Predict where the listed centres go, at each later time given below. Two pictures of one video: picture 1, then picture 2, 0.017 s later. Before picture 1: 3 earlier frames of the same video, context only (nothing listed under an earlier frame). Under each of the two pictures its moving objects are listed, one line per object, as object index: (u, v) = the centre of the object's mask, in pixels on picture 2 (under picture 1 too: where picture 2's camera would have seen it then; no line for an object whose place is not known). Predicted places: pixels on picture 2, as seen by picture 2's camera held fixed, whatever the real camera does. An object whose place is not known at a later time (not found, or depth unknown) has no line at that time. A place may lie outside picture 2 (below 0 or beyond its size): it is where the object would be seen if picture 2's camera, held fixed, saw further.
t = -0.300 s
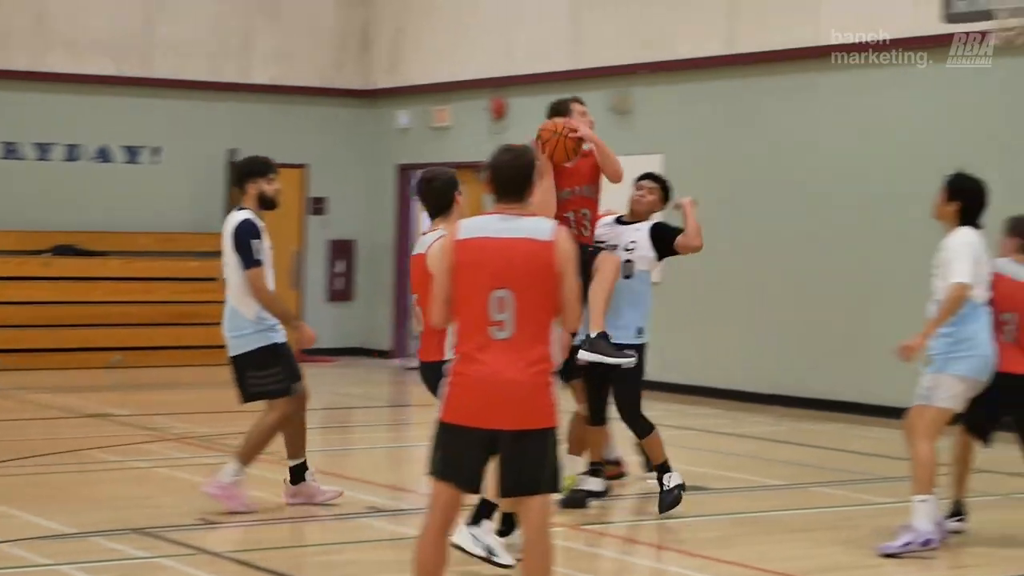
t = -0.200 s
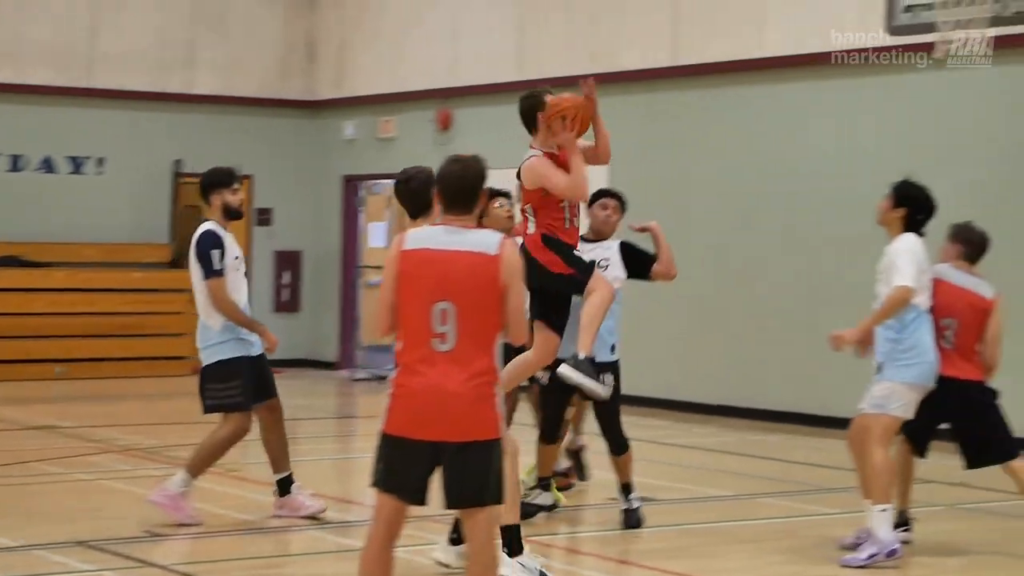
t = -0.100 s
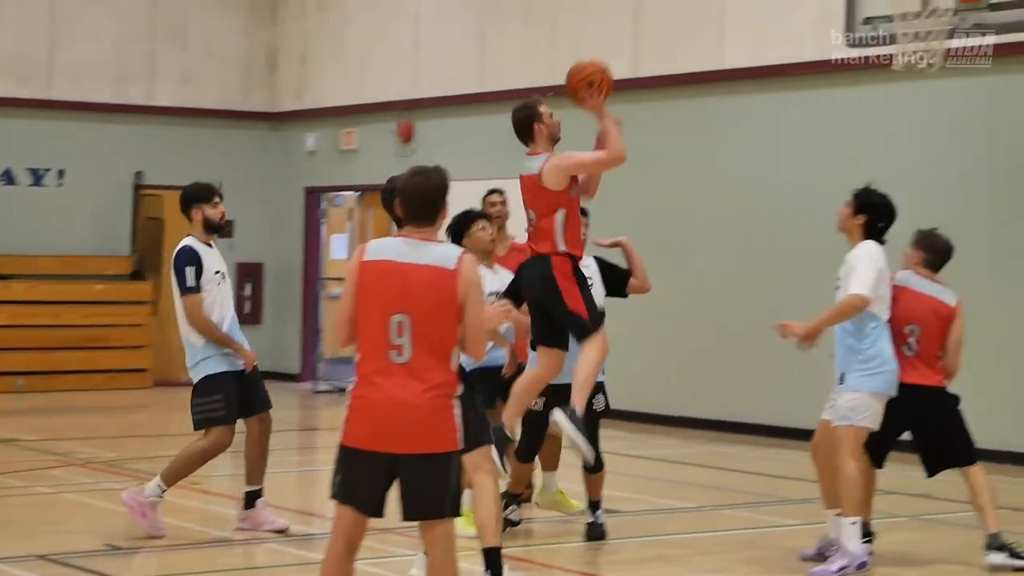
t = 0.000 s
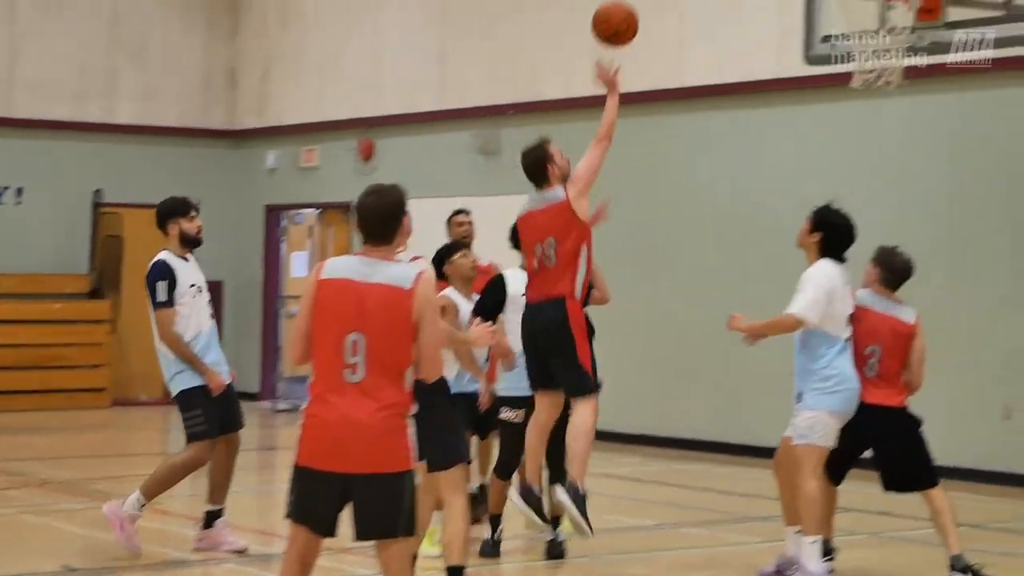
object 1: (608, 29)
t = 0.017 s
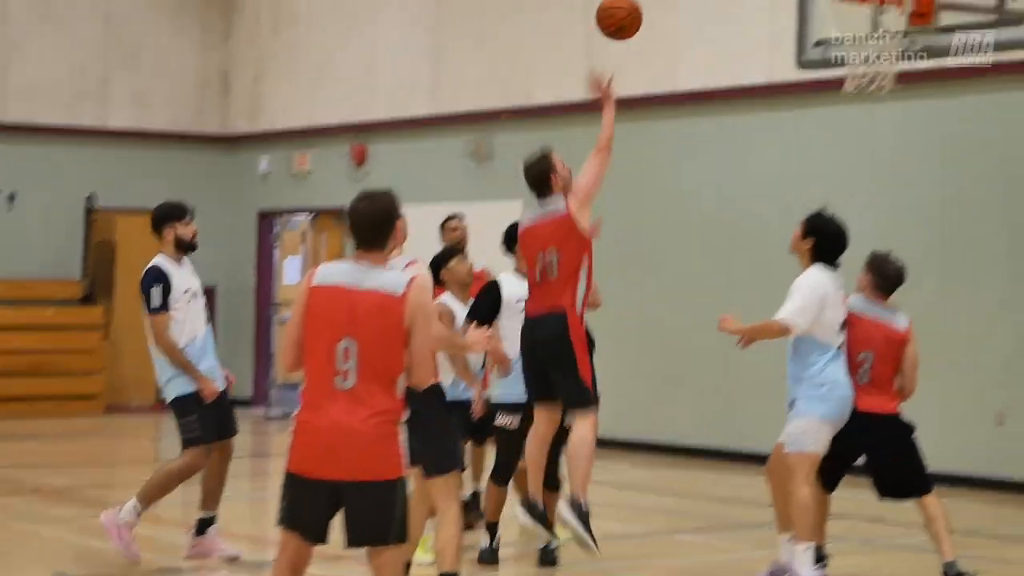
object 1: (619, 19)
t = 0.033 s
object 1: (630, 10)
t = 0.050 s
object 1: (641, 1)
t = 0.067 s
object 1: (652, -8)
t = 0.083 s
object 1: (662, -18)
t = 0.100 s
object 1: (673, -28)
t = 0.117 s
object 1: (685, -38)
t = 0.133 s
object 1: (696, -48)
